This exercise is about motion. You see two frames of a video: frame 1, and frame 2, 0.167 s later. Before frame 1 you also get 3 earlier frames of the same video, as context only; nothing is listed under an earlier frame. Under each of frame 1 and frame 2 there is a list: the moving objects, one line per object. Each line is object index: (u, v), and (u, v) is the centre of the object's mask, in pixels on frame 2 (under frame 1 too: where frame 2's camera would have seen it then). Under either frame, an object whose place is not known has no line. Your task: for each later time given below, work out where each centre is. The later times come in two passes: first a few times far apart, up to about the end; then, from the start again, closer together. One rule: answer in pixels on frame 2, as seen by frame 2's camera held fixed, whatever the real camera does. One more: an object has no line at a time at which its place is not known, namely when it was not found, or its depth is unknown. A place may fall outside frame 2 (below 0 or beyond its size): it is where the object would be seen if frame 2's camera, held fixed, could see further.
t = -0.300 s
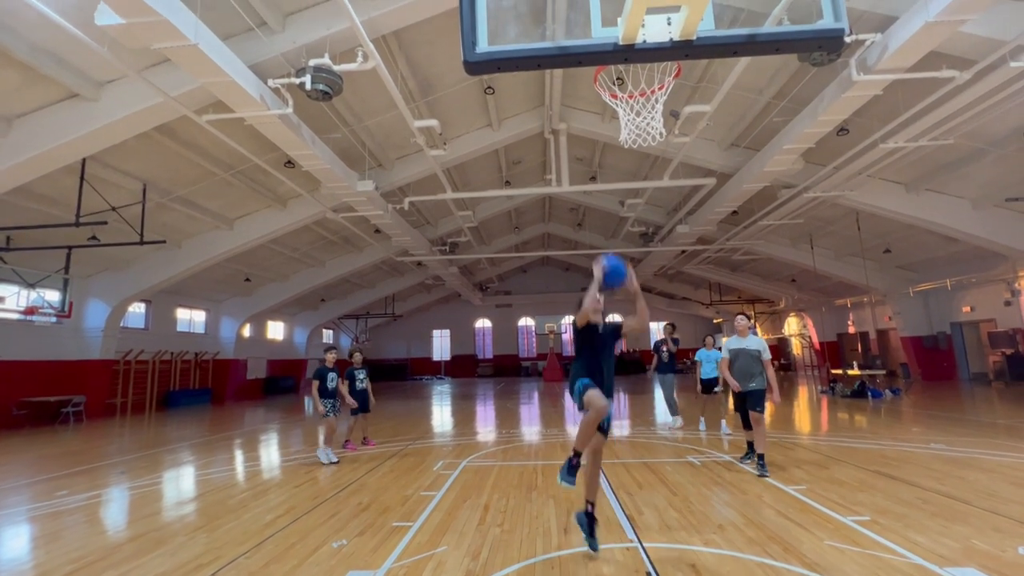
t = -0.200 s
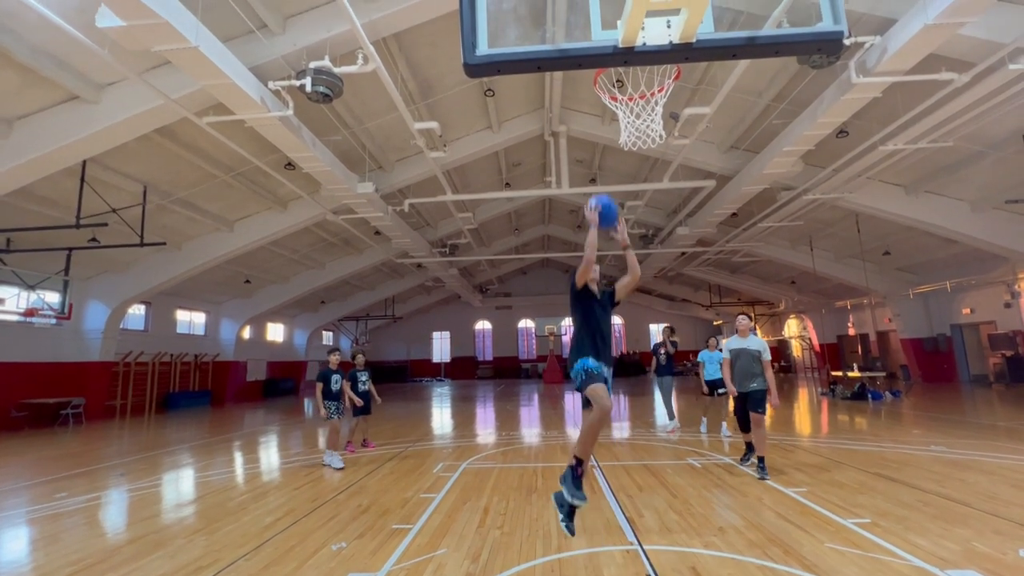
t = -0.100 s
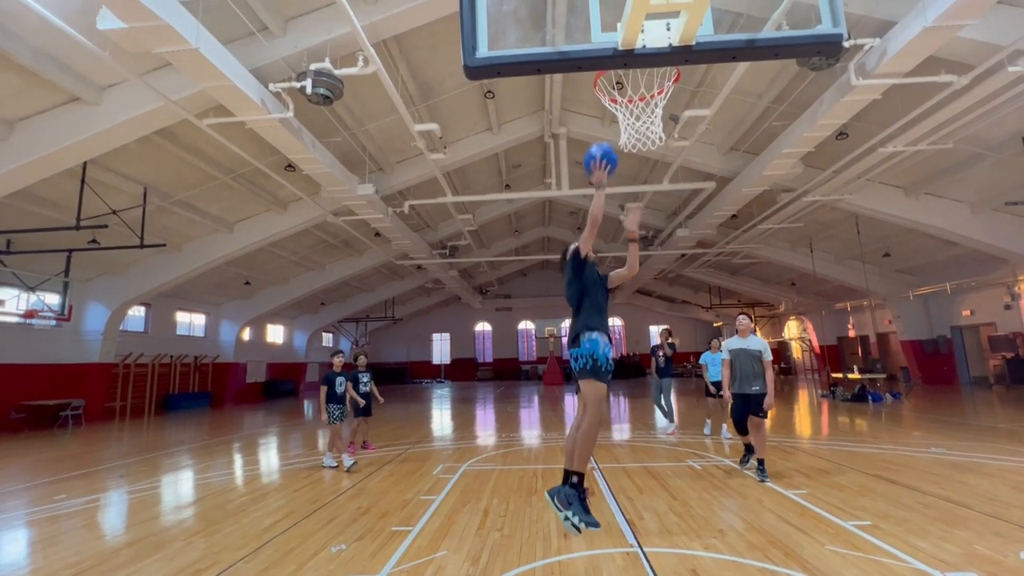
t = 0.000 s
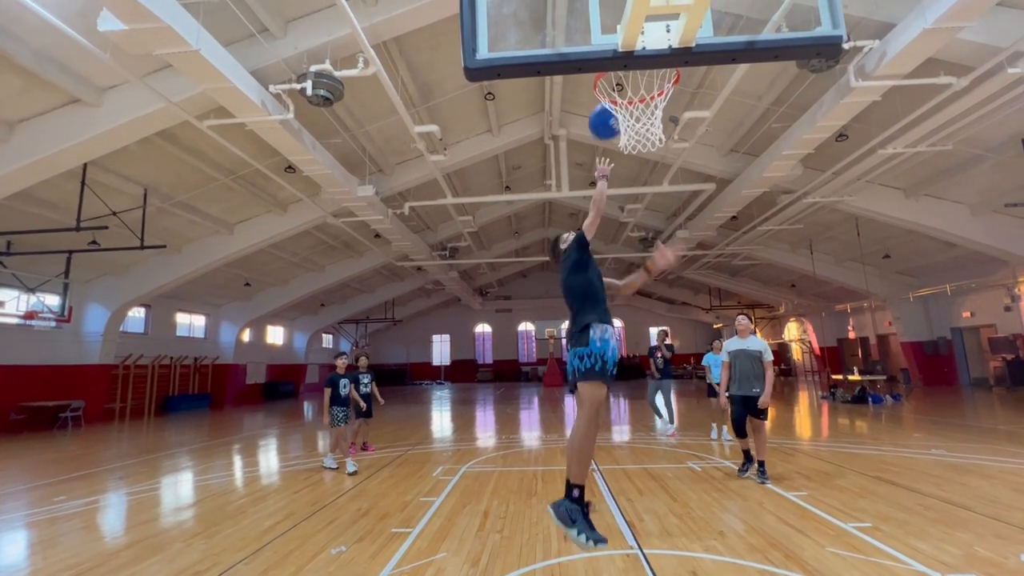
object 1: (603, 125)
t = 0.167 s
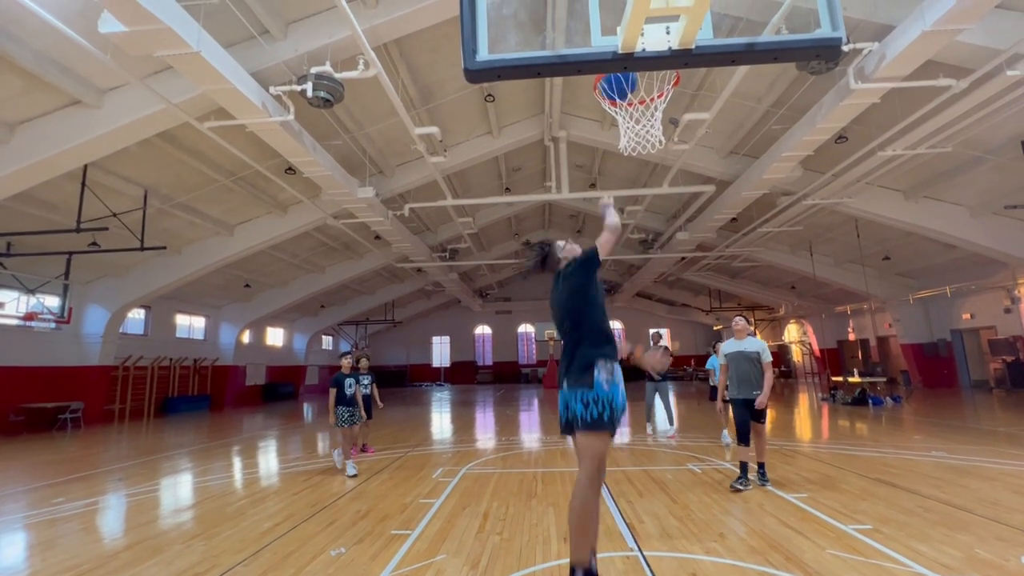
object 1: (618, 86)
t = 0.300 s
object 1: (630, 83)
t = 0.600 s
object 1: (644, 114)
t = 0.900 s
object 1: (630, 227)
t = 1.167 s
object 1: (628, 470)
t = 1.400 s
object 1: (611, 482)
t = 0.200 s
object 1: (621, 84)
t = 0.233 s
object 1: (624, 83)
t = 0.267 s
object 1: (626, 82)
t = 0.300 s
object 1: (630, 83)
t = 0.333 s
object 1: (633, 84)
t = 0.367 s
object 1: (638, 85)
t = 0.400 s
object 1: (644, 86)
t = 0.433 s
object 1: (649, 90)
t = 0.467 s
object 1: (650, 94)
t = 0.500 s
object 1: (650, 95)
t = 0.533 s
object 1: (648, 99)
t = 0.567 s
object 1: (645, 101)
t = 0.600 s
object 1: (644, 114)
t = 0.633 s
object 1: (642, 117)
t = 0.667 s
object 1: (639, 123)
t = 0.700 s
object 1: (637, 131)
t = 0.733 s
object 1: (635, 142)
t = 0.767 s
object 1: (634, 155)
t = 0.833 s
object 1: (631, 187)
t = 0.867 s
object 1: (630, 206)
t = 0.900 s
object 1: (630, 227)
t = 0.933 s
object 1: (629, 249)
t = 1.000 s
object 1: (628, 299)
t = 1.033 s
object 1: (628, 329)
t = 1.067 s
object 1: (627, 362)
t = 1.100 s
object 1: (627, 391)
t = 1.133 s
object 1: (628, 431)
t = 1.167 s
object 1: (628, 470)
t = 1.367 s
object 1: (616, 514)
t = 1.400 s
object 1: (611, 482)
